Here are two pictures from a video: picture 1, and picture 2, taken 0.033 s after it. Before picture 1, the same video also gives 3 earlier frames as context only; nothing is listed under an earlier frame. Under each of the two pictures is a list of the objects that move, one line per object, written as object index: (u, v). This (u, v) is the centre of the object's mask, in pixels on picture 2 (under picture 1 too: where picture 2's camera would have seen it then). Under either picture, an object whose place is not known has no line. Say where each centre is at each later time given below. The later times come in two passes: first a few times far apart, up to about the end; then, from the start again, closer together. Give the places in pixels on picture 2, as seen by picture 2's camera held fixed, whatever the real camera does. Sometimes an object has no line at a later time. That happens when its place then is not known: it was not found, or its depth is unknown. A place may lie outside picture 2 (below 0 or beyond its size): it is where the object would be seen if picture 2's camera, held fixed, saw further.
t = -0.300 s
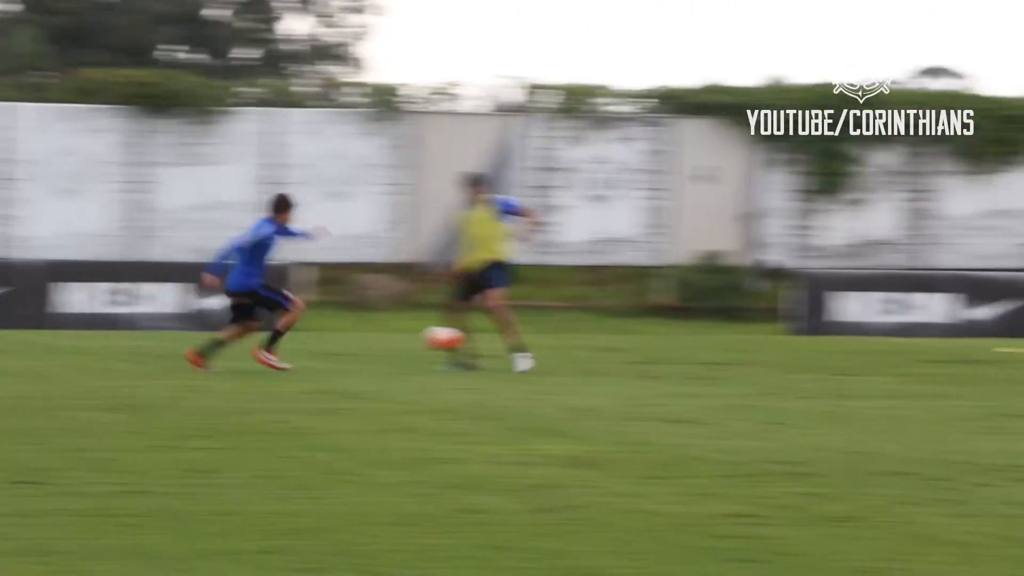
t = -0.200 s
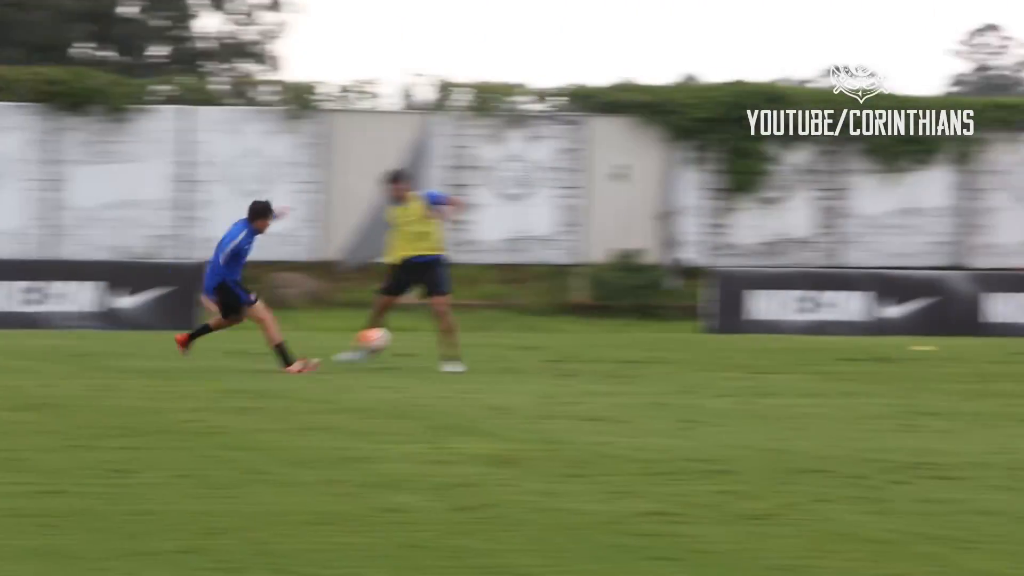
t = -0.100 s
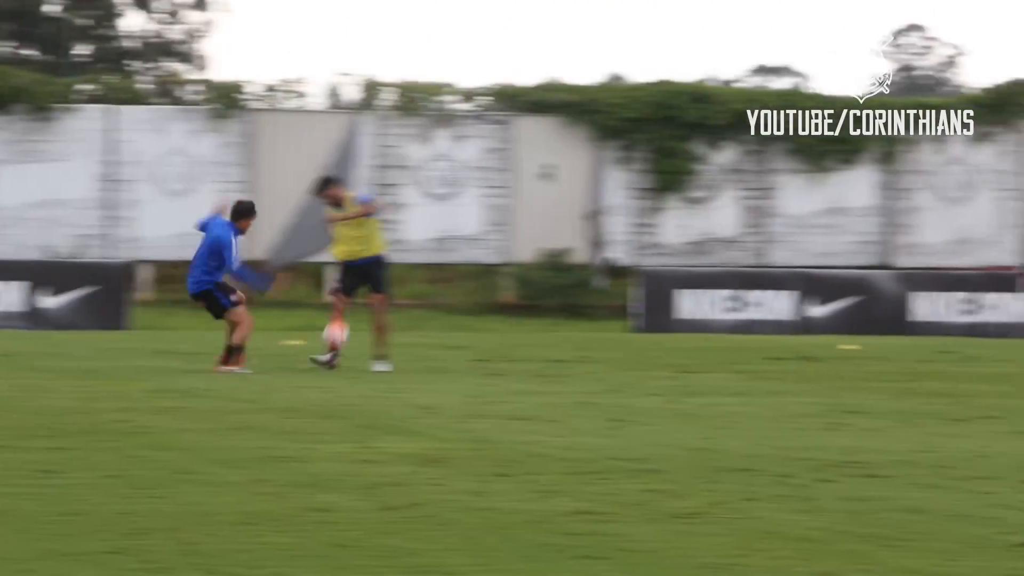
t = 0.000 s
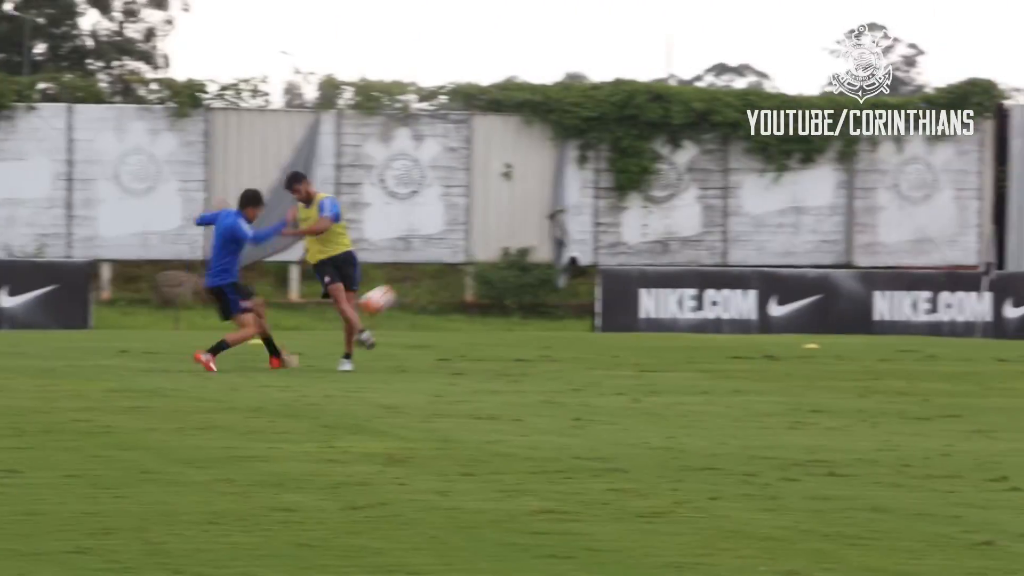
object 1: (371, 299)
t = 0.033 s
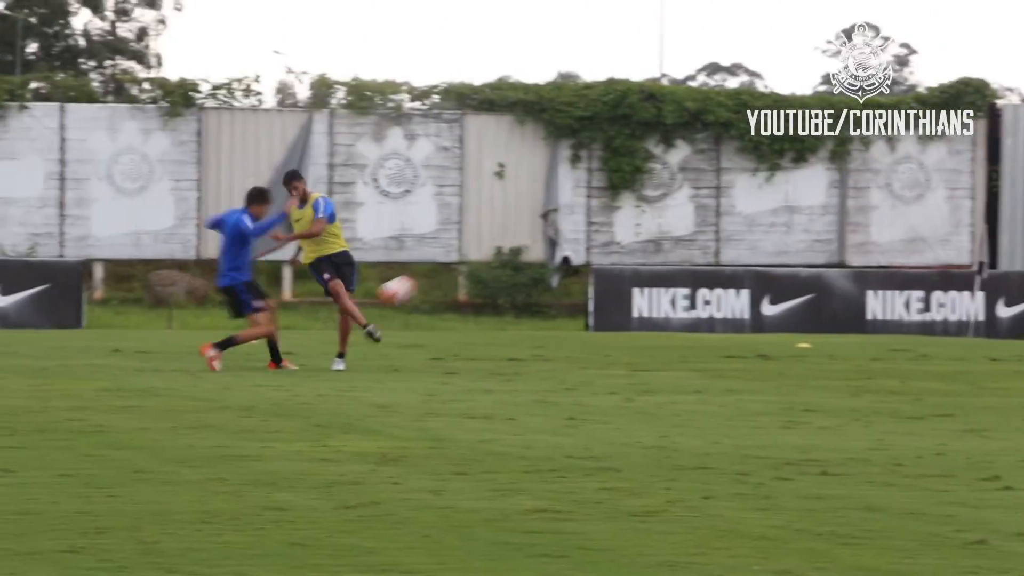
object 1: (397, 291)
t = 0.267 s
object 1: (589, 259)
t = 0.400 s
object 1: (701, 266)
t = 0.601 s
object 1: (875, 316)
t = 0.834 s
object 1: (1084, 360)
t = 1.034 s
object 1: (1261, 337)
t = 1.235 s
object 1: (1460, 377)
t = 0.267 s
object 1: (589, 259)
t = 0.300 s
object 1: (616, 257)
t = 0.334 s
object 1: (644, 259)
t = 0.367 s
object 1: (672, 262)
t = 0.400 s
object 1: (701, 266)
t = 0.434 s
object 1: (729, 271)
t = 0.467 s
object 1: (757, 278)
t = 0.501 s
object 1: (786, 285)
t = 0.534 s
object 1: (816, 294)
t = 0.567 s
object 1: (845, 305)
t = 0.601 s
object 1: (875, 316)
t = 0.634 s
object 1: (906, 330)
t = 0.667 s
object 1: (937, 345)
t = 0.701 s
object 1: (967, 362)
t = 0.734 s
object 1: (999, 380)
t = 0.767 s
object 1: (1028, 381)
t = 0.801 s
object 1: (1055, 369)
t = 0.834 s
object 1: (1084, 360)
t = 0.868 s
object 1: (1111, 353)
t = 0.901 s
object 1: (1139, 346)
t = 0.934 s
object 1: (1168, 341)
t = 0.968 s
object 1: (1199, 338)
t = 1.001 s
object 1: (1230, 337)
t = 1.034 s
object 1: (1261, 337)
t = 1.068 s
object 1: (1293, 339)
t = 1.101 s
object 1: (1325, 342)
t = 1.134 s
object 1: (1359, 347)
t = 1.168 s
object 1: (1392, 355)
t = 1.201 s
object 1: (1425, 364)
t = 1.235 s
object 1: (1460, 377)
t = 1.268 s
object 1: (1496, 391)
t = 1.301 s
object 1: (1533, 408)
